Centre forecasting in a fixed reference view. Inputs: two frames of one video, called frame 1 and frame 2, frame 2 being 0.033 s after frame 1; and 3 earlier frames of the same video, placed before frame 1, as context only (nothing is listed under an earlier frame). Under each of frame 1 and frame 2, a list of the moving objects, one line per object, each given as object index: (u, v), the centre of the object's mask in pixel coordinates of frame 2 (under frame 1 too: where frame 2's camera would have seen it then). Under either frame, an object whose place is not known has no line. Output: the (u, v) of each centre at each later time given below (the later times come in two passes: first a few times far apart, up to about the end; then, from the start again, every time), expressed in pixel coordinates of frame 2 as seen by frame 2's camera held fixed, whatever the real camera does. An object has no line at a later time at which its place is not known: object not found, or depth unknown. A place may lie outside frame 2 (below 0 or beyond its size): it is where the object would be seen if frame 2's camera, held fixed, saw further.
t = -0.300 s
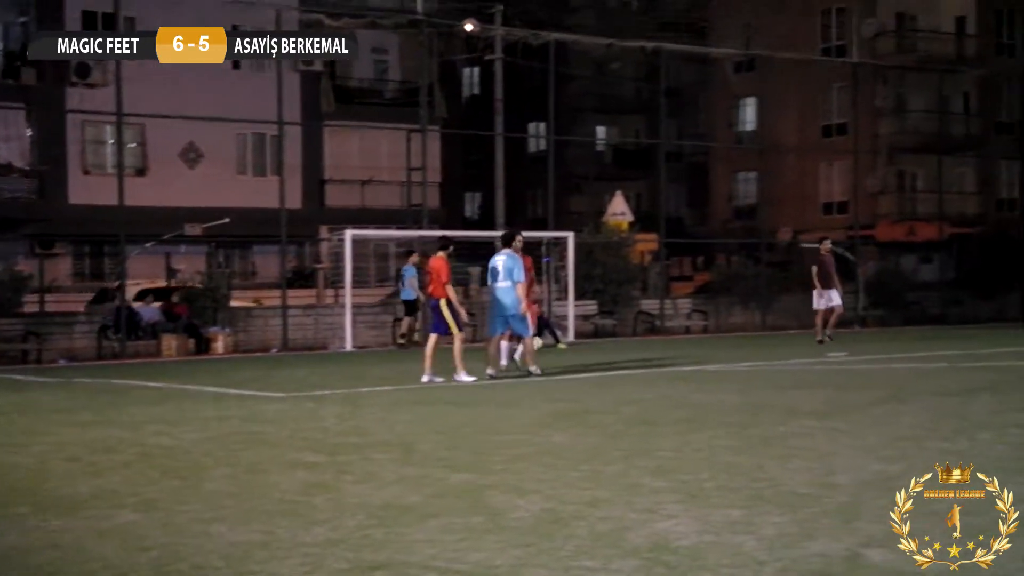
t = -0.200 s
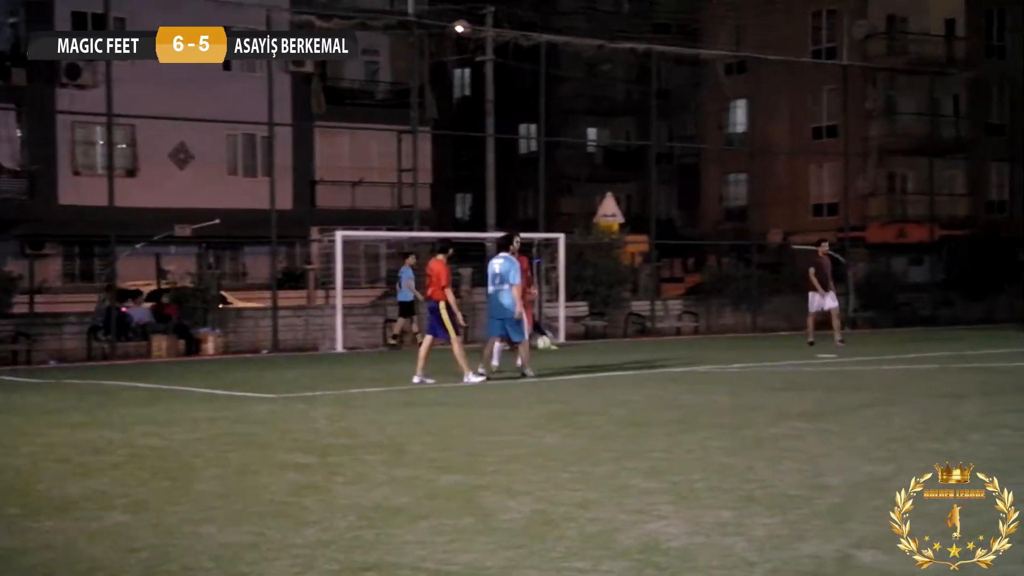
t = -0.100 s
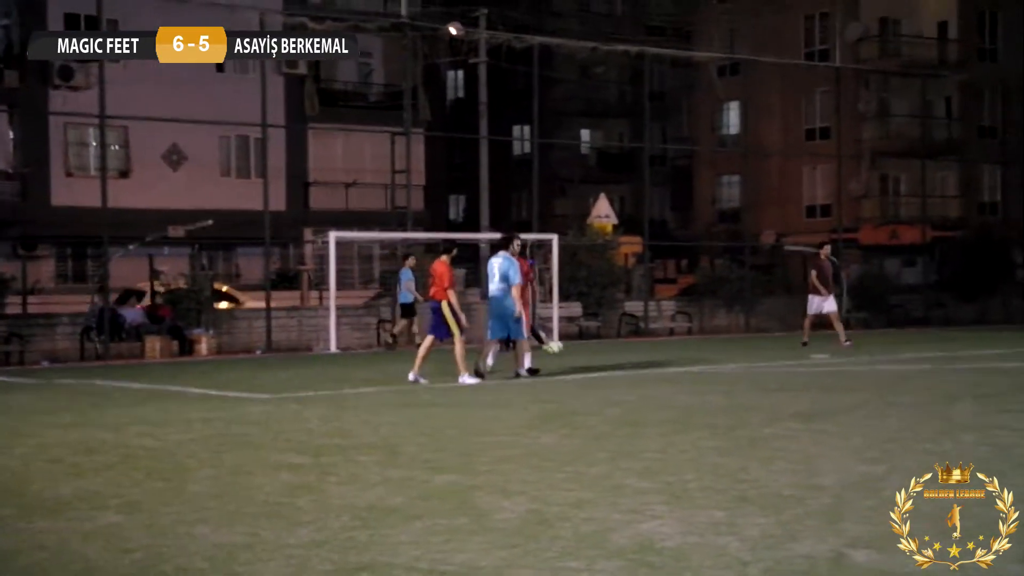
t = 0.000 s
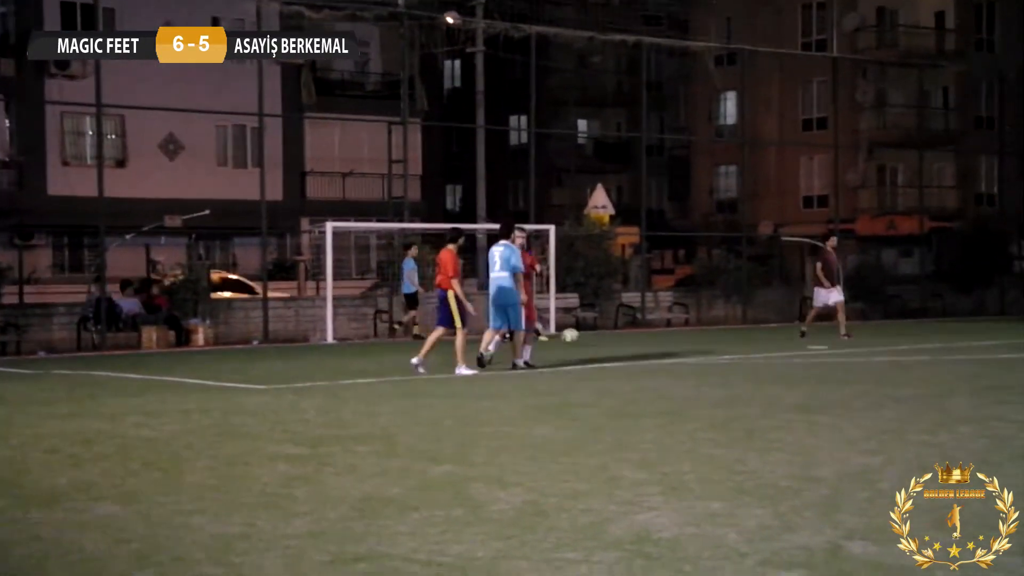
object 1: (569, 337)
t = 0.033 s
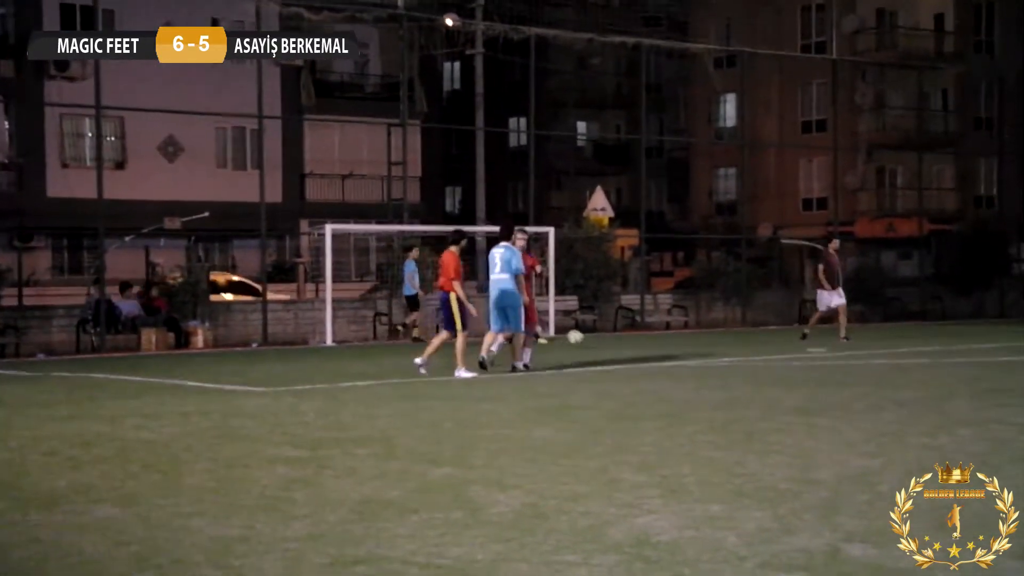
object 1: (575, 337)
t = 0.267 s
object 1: (620, 341)
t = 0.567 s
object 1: (677, 344)
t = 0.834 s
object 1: (729, 346)
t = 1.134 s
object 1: (790, 349)
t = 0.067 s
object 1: (581, 337)
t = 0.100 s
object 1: (588, 338)
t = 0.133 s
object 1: (595, 340)
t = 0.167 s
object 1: (601, 342)
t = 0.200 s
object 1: (608, 342)
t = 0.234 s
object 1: (613, 341)
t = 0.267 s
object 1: (620, 341)
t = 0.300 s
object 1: (626, 341)
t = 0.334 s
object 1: (632, 341)
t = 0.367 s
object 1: (638, 343)
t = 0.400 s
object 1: (645, 344)
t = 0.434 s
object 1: (651, 342)
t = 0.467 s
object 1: (658, 342)
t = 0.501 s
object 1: (664, 341)
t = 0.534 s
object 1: (670, 342)
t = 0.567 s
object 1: (677, 344)
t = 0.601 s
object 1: (683, 344)
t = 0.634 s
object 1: (690, 342)
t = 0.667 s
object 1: (696, 340)
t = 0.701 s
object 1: (703, 341)
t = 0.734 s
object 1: (710, 343)
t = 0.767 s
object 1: (715, 344)
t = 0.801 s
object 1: (722, 346)
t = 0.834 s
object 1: (729, 346)
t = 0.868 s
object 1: (736, 345)
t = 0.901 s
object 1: (742, 347)
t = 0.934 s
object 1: (749, 348)
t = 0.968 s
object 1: (755, 348)
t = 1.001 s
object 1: (762, 347)
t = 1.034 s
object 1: (769, 348)
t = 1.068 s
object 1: (776, 349)
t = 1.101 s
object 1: (783, 350)
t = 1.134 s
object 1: (790, 349)
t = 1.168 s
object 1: (796, 349)
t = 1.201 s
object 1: (803, 349)
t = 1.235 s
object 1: (810, 350)
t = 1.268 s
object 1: (816, 349)
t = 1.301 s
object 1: (823, 350)
